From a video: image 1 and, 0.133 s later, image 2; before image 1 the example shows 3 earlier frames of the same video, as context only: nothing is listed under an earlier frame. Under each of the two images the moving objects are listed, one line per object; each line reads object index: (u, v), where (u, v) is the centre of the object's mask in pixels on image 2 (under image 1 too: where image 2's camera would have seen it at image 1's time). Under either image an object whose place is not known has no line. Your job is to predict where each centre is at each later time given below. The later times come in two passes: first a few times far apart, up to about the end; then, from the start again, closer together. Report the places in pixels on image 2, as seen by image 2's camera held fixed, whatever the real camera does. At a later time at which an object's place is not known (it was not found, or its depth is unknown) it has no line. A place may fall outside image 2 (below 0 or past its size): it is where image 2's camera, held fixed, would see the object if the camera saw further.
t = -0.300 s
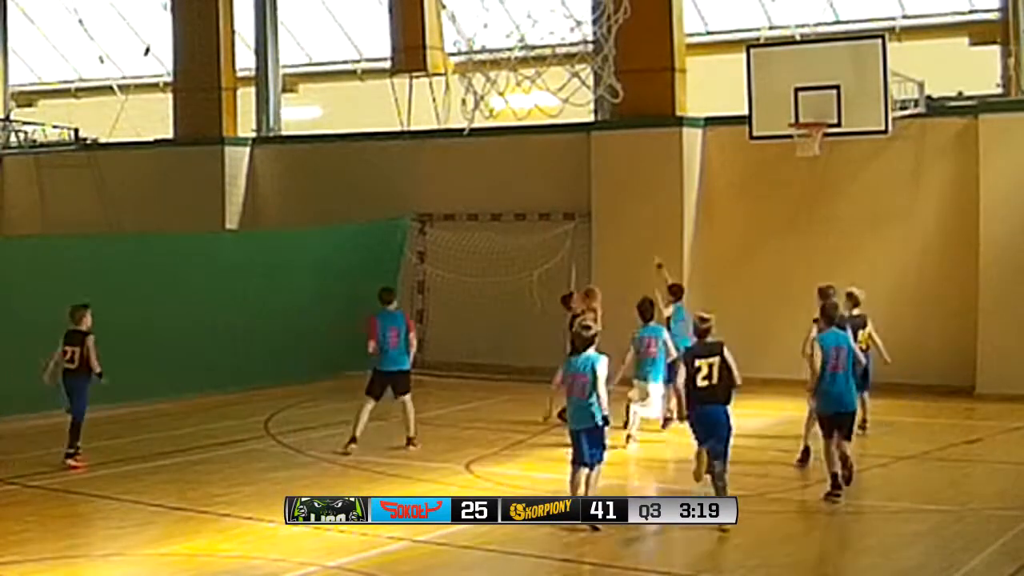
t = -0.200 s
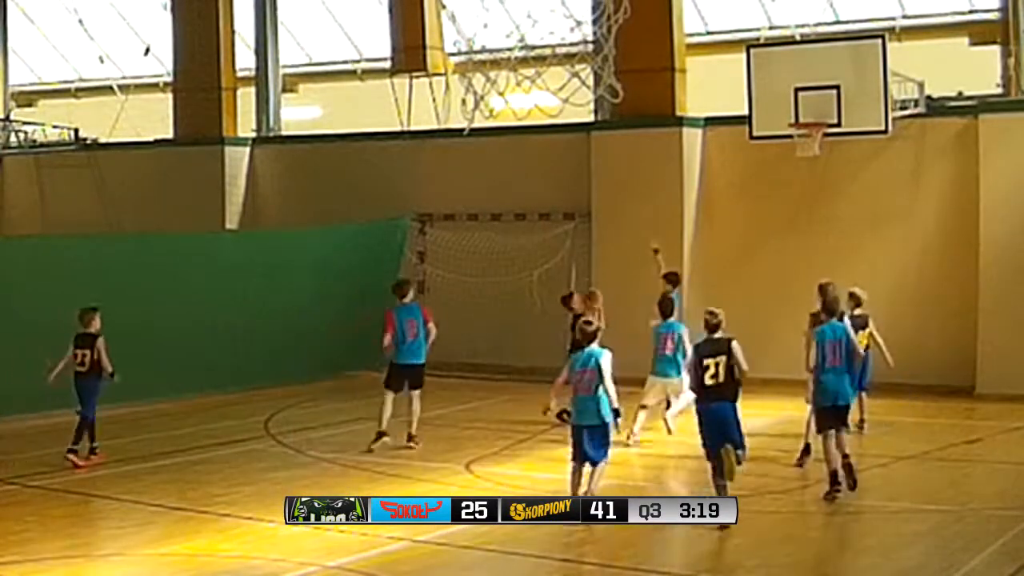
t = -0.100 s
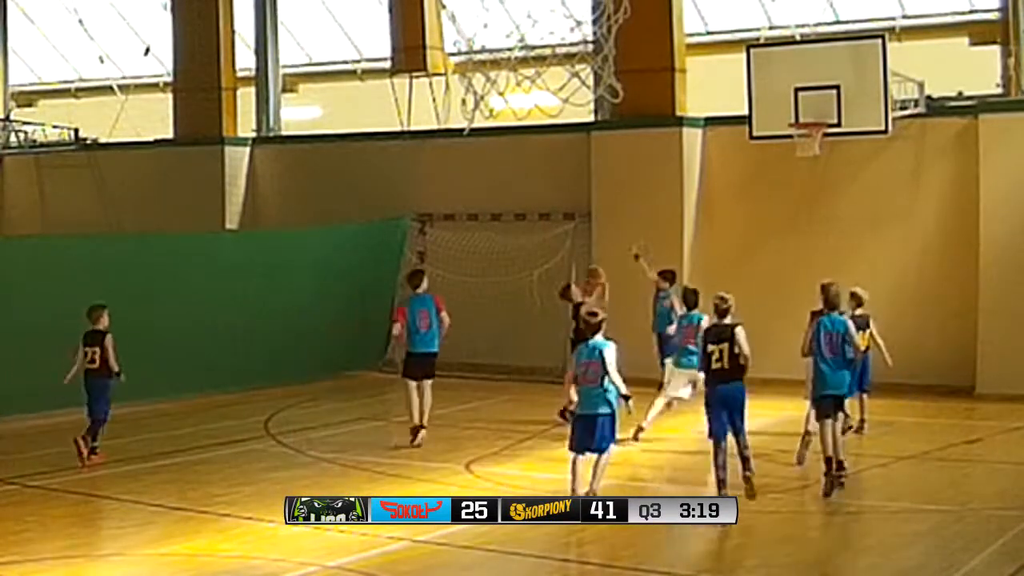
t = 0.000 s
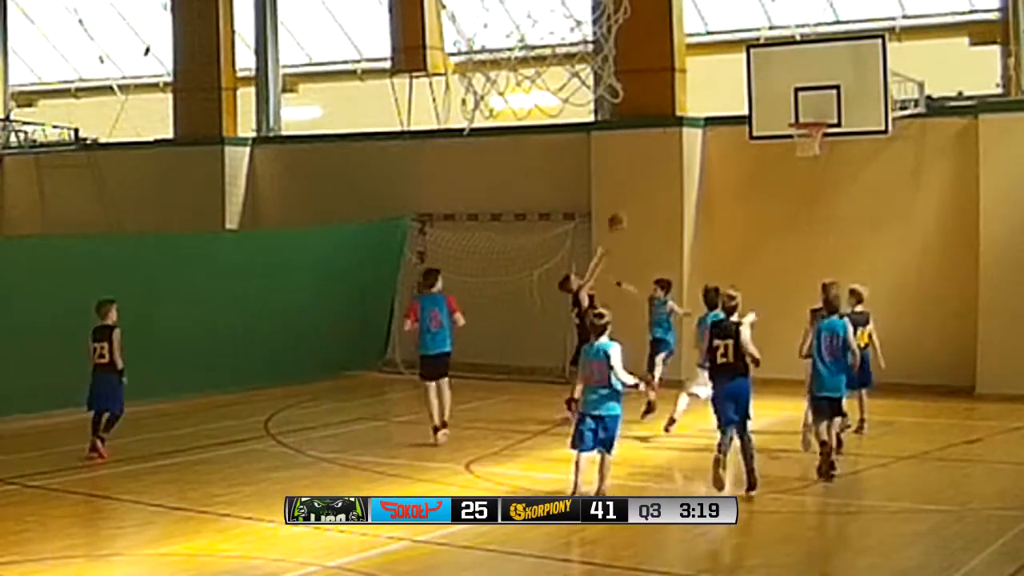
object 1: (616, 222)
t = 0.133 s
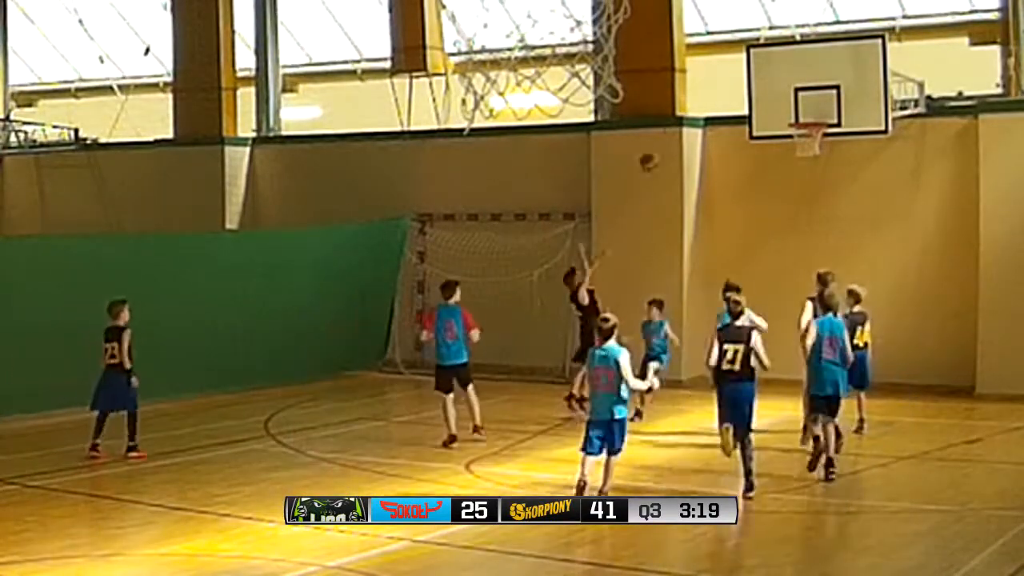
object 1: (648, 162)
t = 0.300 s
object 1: (687, 110)
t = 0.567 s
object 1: (747, 82)
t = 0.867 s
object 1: (803, 107)
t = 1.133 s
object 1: (795, 104)
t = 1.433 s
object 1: (803, 112)
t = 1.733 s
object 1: (815, 151)
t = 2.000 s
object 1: (819, 237)
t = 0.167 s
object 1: (656, 150)
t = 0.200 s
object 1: (664, 138)
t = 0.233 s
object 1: (674, 129)
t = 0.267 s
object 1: (680, 117)
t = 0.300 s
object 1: (687, 110)
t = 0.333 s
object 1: (695, 103)
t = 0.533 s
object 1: (740, 83)
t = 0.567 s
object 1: (747, 82)
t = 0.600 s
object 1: (754, 84)
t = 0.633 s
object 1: (762, 86)
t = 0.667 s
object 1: (769, 89)
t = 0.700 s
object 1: (777, 94)
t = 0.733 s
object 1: (783, 99)
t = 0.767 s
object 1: (791, 105)
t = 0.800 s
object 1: (798, 113)
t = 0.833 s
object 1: (802, 111)
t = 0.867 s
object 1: (803, 107)
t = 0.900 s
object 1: (802, 102)
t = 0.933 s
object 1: (800, 100)
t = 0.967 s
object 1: (799, 98)
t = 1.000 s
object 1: (798, 97)
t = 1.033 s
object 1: (798, 97)
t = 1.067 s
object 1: (797, 99)
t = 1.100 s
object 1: (796, 101)
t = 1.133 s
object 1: (795, 104)
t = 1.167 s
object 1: (794, 108)
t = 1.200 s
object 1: (794, 113)
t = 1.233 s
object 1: (795, 112)
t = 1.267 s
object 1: (796, 112)
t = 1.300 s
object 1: (797, 112)
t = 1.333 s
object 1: (798, 112)
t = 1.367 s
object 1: (799, 111)
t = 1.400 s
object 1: (801, 112)
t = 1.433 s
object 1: (803, 112)
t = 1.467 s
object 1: (804, 113)
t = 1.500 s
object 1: (805, 116)
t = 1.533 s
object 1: (806, 116)
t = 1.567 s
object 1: (807, 117)
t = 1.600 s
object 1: (807, 122)
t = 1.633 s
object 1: (811, 123)
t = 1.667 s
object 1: (809, 130)
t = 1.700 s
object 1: (809, 143)
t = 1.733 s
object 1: (815, 151)
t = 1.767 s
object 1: (815, 158)
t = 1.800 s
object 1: (816, 165)
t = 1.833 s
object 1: (817, 174)
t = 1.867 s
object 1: (818, 184)
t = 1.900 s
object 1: (819, 196)
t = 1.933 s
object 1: (819, 208)
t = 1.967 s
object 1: (819, 222)
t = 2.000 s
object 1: (819, 237)
